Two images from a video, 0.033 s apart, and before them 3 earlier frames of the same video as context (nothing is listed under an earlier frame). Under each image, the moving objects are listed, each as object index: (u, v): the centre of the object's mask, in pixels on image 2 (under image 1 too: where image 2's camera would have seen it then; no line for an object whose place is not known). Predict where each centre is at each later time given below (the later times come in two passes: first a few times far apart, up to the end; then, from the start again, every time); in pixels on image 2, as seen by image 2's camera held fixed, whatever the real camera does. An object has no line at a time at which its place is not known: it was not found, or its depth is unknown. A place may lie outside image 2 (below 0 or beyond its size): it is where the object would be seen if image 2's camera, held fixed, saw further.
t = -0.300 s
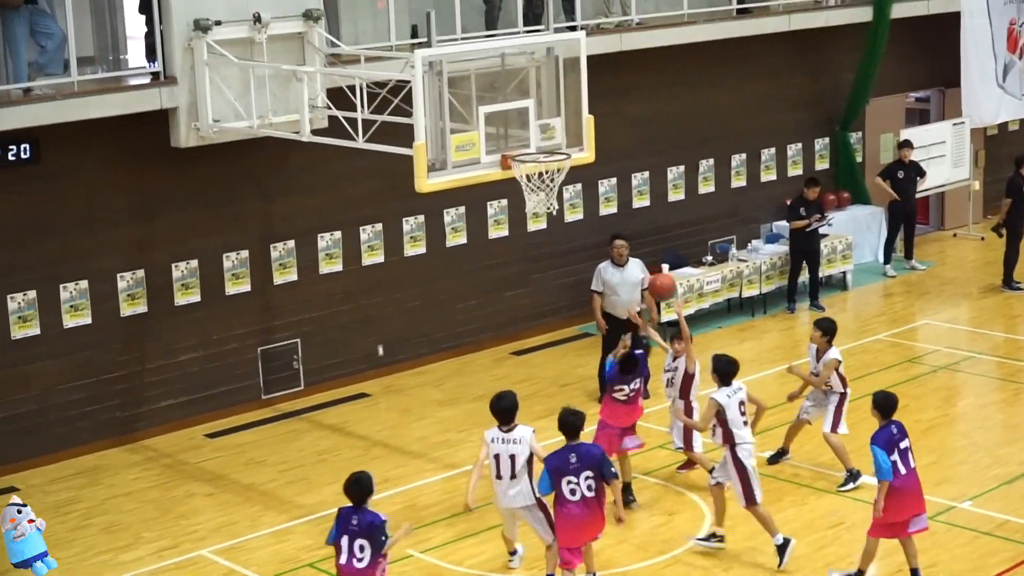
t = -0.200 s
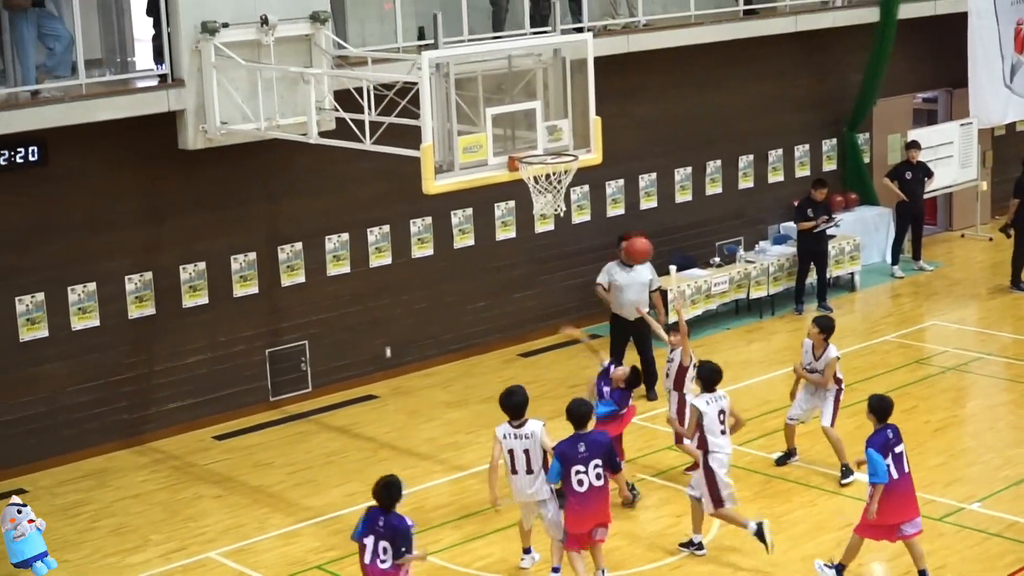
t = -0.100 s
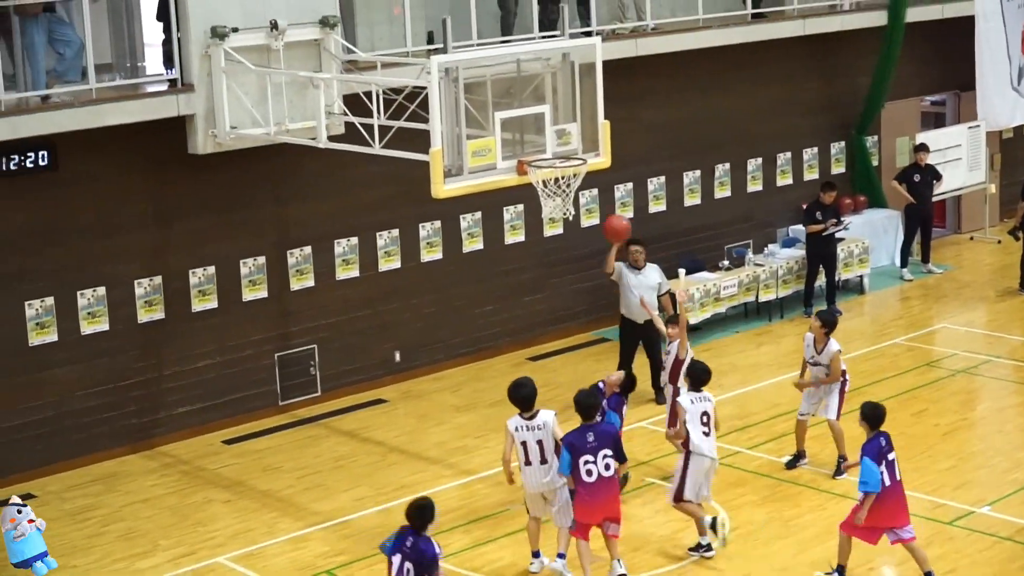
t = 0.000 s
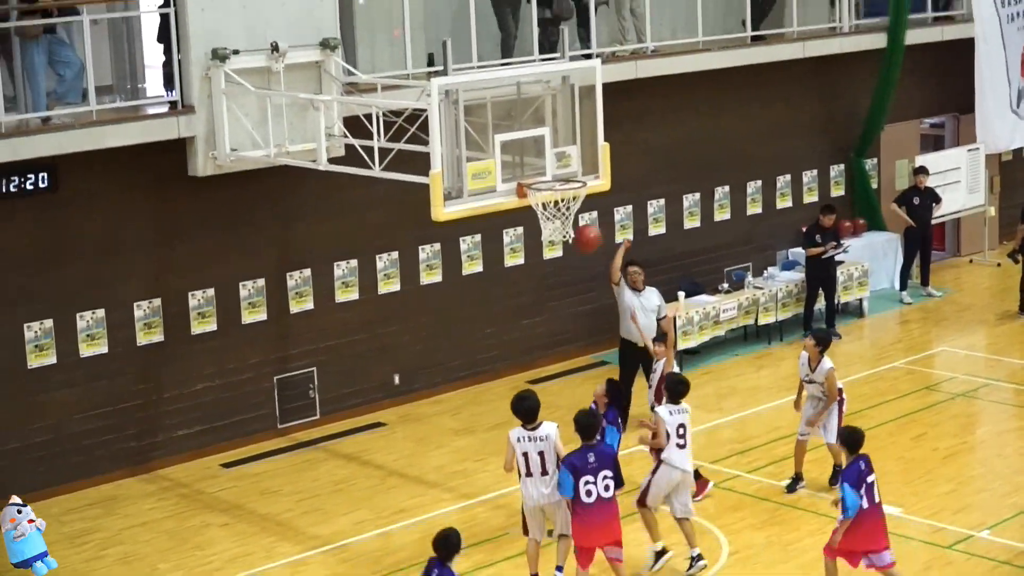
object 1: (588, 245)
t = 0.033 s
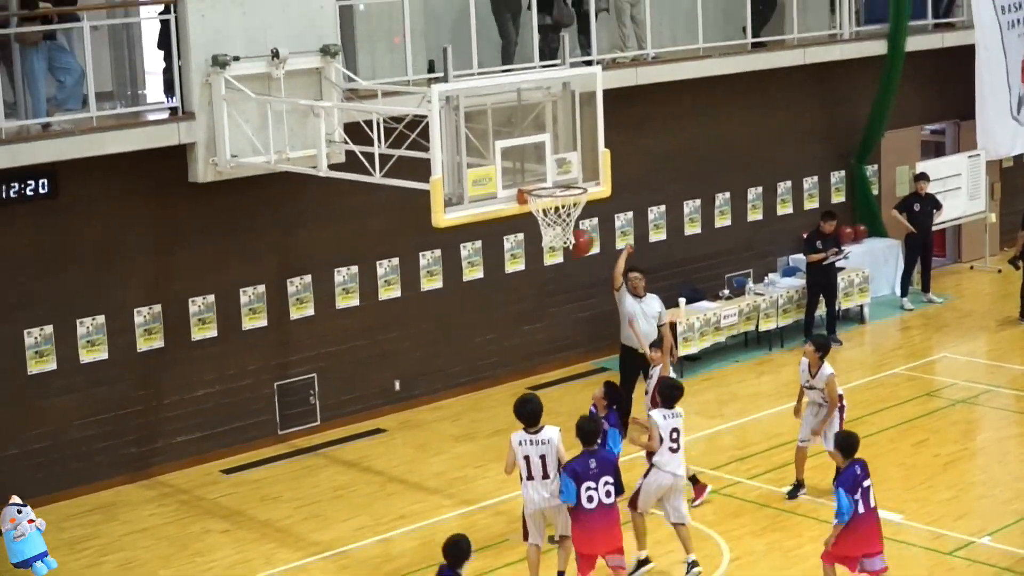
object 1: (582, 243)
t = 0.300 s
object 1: (509, 274)
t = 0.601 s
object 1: (444, 384)
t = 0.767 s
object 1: (417, 457)
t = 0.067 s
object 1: (574, 246)
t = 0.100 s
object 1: (561, 250)
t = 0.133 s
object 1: (553, 251)
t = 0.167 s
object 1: (542, 249)
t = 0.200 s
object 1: (534, 252)
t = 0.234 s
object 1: (528, 255)
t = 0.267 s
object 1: (519, 263)
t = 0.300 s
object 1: (509, 274)
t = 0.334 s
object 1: (502, 281)
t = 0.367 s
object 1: (494, 290)
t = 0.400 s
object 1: (487, 300)
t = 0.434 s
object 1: (479, 313)
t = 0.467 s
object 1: (471, 326)
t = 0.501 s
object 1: (464, 339)
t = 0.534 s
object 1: (457, 355)
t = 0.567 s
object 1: (450, 370)
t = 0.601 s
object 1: (444, 384)
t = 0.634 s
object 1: (438, 402)
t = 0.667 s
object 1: (433, 420)
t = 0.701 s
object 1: (428, 438)
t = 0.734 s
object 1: (422, 458)
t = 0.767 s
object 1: (417, 457)
